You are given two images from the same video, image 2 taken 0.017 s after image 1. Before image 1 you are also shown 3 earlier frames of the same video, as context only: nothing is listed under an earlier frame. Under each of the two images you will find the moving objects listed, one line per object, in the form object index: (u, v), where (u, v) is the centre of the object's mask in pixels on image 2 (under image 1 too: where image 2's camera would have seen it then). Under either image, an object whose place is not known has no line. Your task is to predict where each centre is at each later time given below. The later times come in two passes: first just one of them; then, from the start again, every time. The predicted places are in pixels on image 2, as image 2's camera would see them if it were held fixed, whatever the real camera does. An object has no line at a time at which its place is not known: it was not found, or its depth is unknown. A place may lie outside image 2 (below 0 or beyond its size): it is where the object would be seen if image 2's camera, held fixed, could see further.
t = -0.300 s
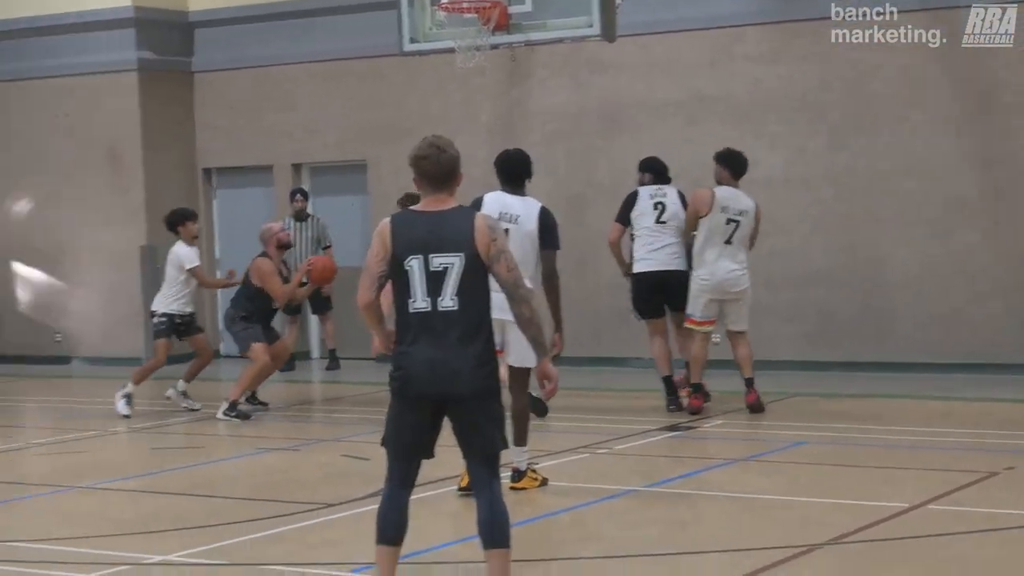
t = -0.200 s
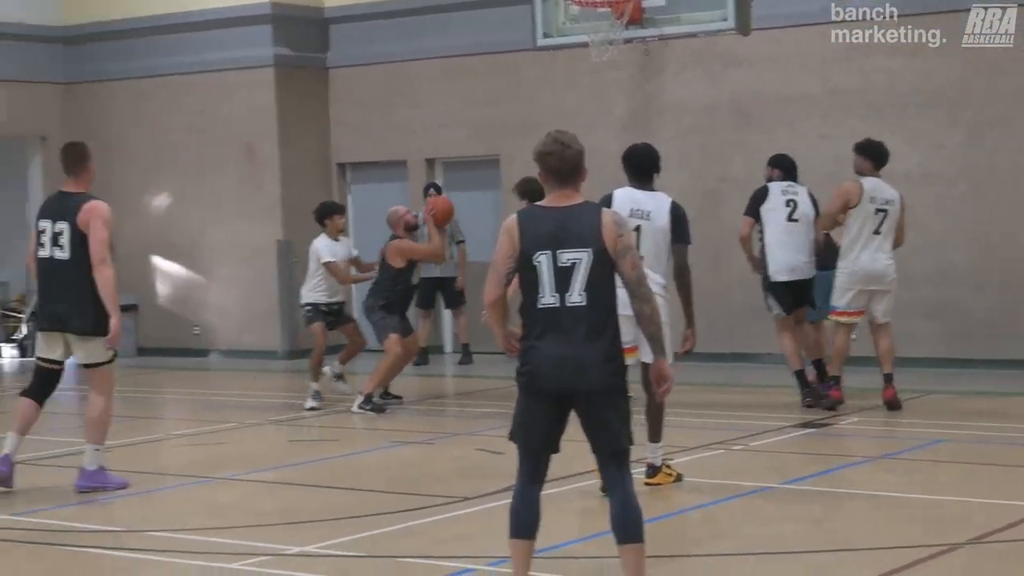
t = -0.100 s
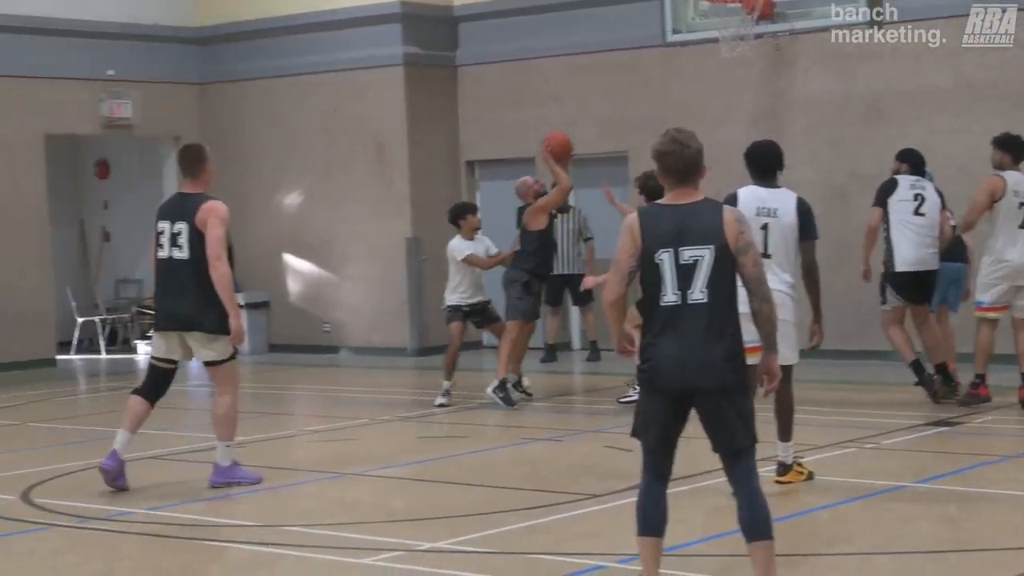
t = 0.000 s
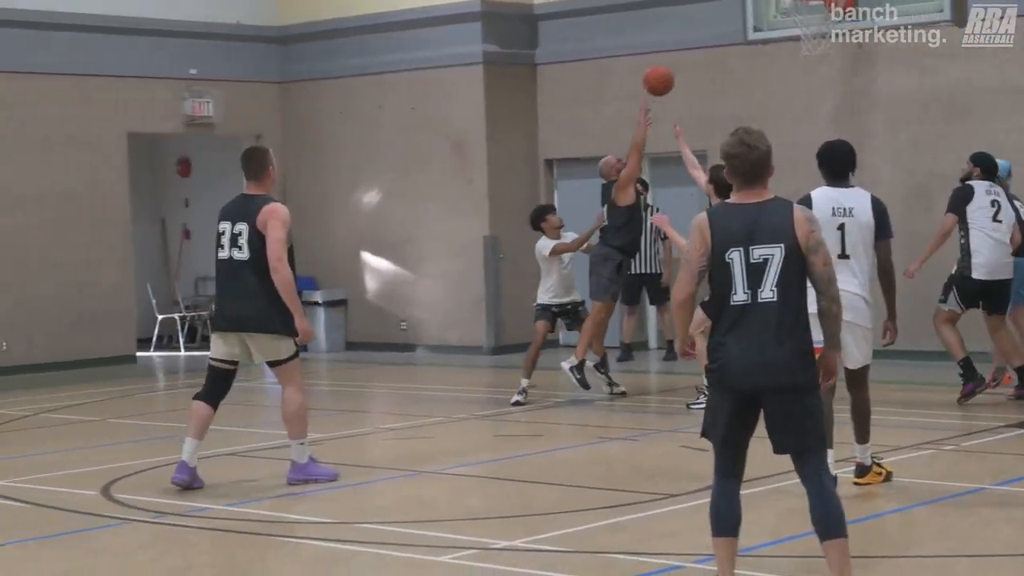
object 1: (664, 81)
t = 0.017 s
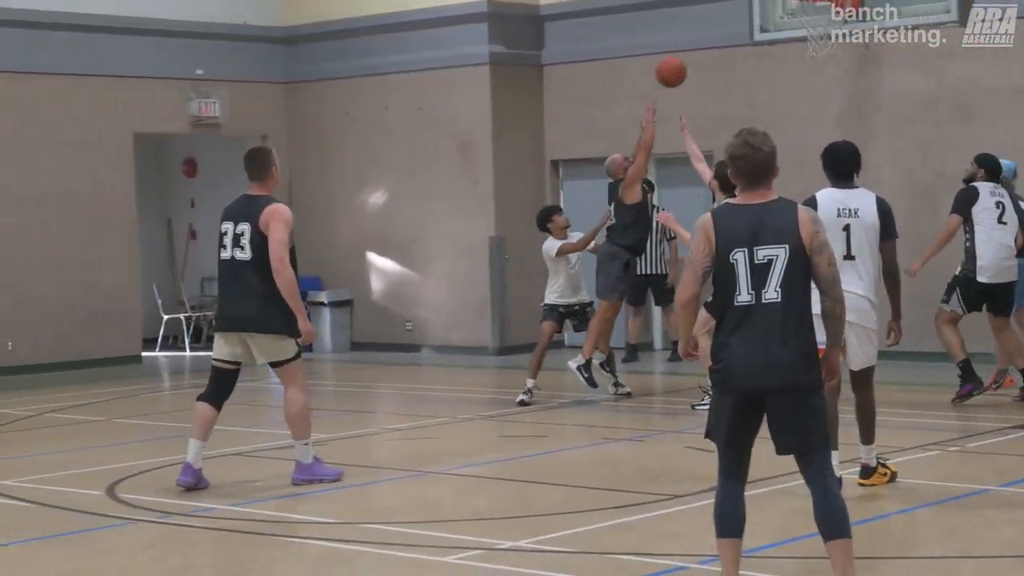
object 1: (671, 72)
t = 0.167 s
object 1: (727, 1)
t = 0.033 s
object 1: (677, 63)
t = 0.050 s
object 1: (684, 54)
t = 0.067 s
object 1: (690, 46)
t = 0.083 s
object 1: (696, 37)
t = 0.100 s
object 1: (702, 29)
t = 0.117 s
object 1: (709, 22)
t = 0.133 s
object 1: (715, 14)
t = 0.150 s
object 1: (721, 7)
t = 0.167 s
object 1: (727, 1)
